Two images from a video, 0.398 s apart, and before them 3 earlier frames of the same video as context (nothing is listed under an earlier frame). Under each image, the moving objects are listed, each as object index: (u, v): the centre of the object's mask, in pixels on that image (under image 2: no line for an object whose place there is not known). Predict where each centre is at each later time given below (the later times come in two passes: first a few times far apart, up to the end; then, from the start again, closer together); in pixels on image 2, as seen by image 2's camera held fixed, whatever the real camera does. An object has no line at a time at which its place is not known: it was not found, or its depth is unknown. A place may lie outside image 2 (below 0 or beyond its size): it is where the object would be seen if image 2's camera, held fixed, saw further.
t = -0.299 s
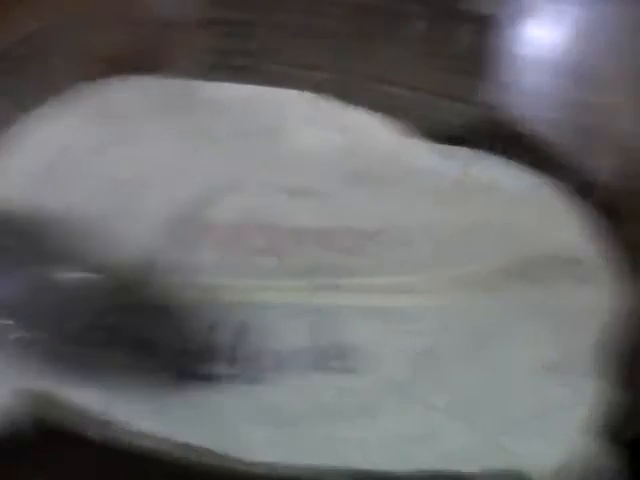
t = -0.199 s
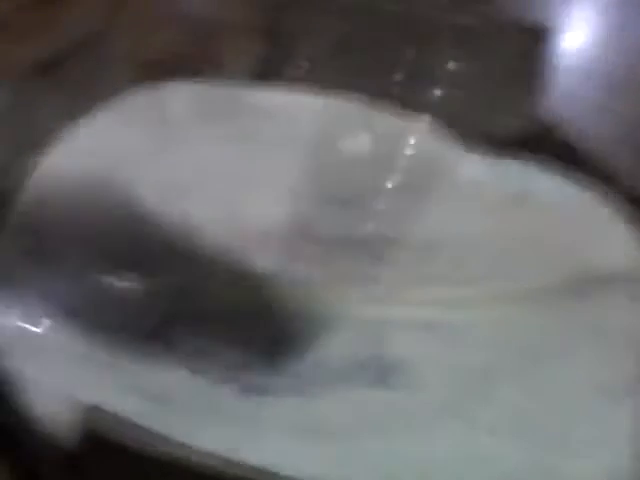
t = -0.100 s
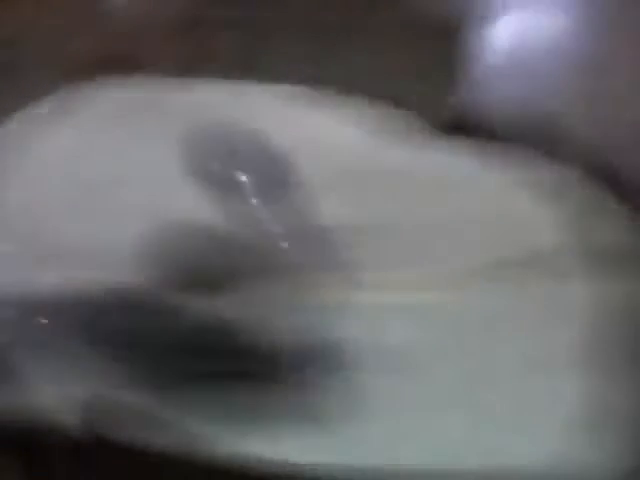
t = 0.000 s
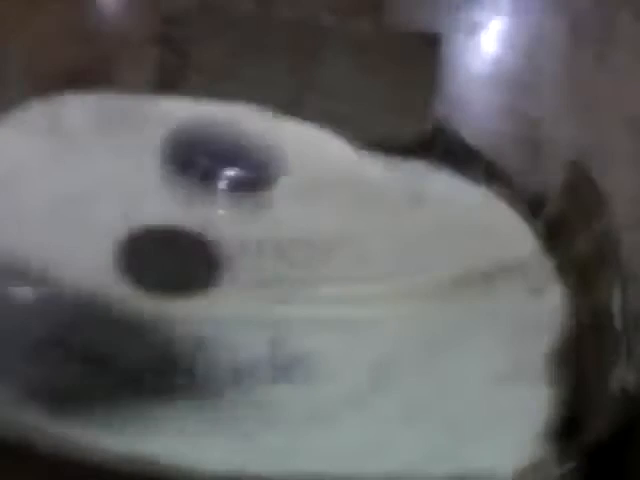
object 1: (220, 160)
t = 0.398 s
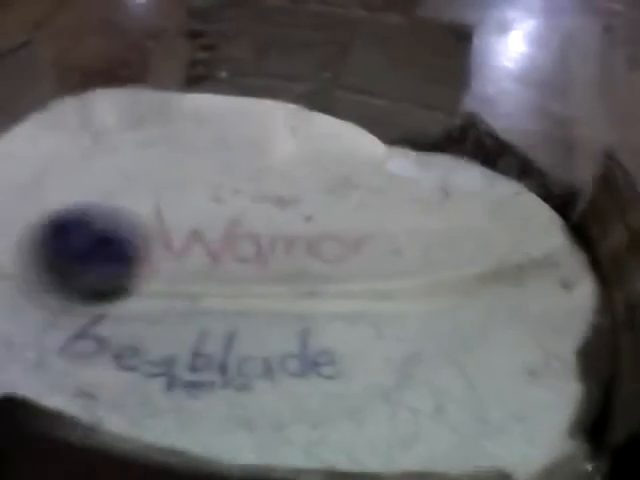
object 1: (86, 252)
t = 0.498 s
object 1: (69, 281)
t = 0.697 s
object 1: (200, 293)
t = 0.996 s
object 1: (179, 215)
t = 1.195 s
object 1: (122, 265)
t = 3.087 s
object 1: (335, 255)
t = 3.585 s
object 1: (344, 273)
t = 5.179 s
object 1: (202, 256)
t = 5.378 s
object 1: (150, 271)
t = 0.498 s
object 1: (69, 281)
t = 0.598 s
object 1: (142, 307)
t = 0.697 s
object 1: (200, 293)
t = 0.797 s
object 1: (206, 270)
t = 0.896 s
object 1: (202, 228)
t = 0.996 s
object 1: (179, 215)
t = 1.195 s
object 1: (122, 265)
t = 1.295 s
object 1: (138, 251)
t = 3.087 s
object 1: (335, 255)
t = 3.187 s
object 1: (355, 275)
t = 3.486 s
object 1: (360, 258)
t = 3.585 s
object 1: (344, 273)
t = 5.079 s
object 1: (233, 254)
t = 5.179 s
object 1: (202, 256)
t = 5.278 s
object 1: (168, 262)
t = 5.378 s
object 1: (150, 271)
